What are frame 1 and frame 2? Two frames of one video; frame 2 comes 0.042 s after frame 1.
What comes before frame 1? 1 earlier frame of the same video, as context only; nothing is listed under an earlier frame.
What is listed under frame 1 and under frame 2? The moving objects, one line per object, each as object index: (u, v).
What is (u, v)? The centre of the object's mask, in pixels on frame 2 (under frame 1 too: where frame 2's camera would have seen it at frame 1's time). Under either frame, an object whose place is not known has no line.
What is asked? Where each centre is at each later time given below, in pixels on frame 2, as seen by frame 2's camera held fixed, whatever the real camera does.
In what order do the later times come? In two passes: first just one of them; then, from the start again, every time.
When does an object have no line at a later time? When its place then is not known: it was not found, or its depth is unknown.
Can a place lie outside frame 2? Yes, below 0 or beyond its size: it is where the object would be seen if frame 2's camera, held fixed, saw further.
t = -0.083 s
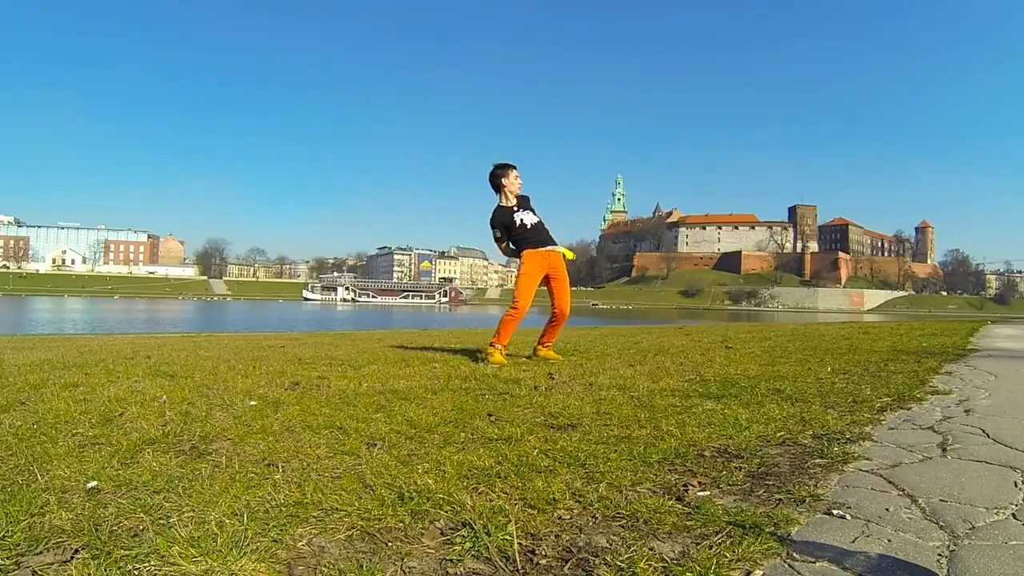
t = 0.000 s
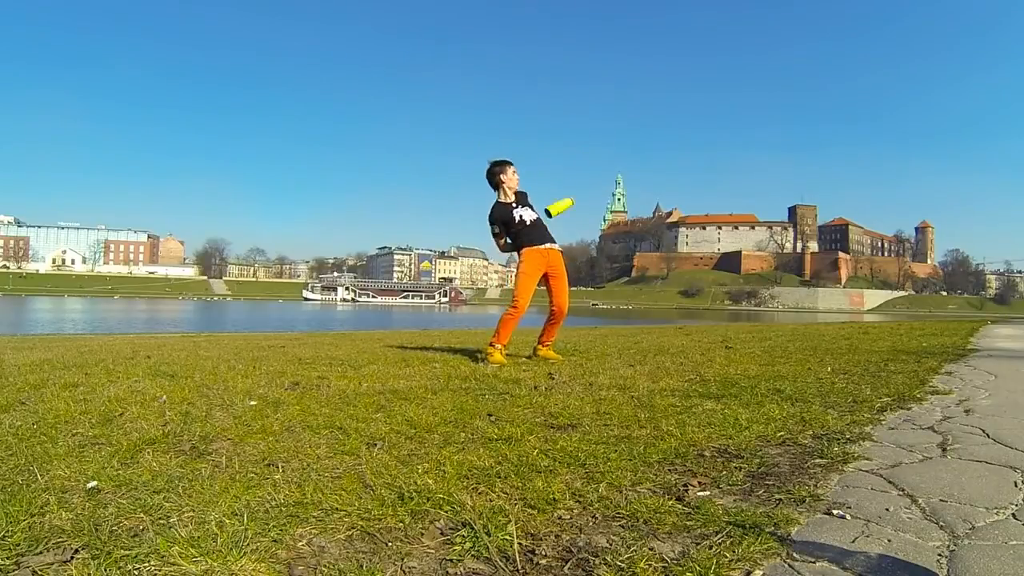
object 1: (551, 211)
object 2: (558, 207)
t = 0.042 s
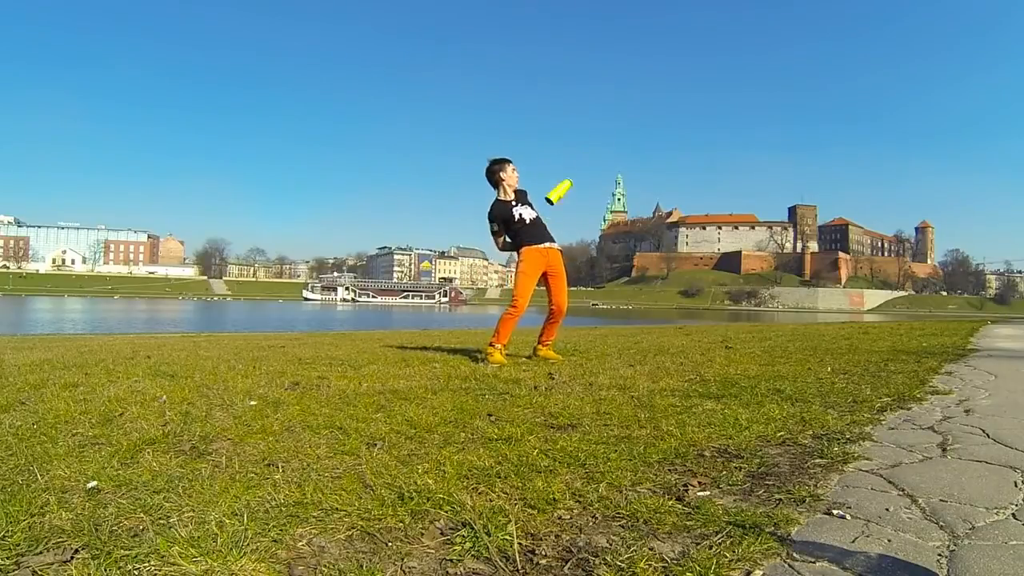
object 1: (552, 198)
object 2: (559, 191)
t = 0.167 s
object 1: (557, 151)
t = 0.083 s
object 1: (555, 178)
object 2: (558, 170)
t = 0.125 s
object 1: (556, 166)
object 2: (559, 157)
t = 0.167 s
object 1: (557, 151)
